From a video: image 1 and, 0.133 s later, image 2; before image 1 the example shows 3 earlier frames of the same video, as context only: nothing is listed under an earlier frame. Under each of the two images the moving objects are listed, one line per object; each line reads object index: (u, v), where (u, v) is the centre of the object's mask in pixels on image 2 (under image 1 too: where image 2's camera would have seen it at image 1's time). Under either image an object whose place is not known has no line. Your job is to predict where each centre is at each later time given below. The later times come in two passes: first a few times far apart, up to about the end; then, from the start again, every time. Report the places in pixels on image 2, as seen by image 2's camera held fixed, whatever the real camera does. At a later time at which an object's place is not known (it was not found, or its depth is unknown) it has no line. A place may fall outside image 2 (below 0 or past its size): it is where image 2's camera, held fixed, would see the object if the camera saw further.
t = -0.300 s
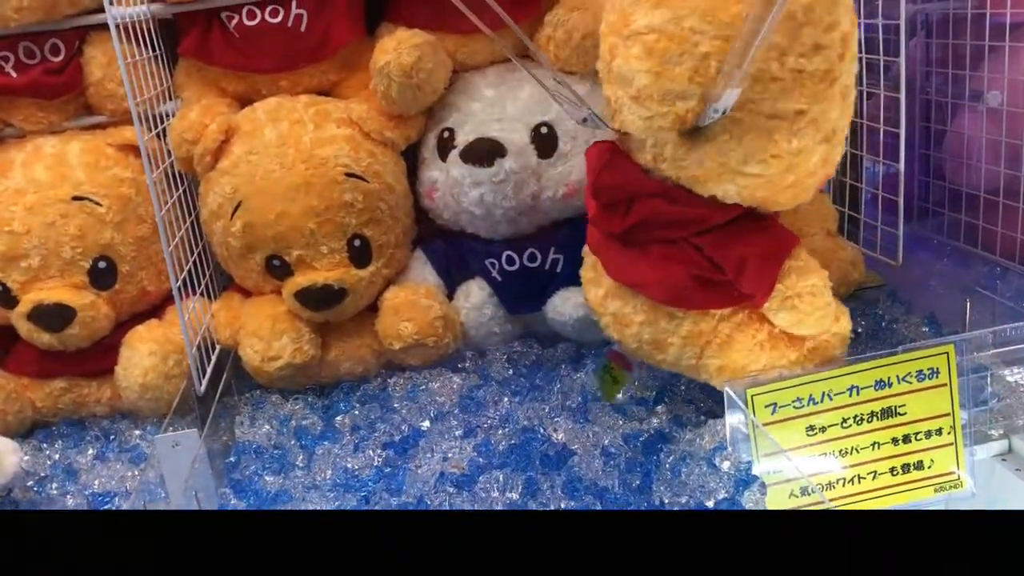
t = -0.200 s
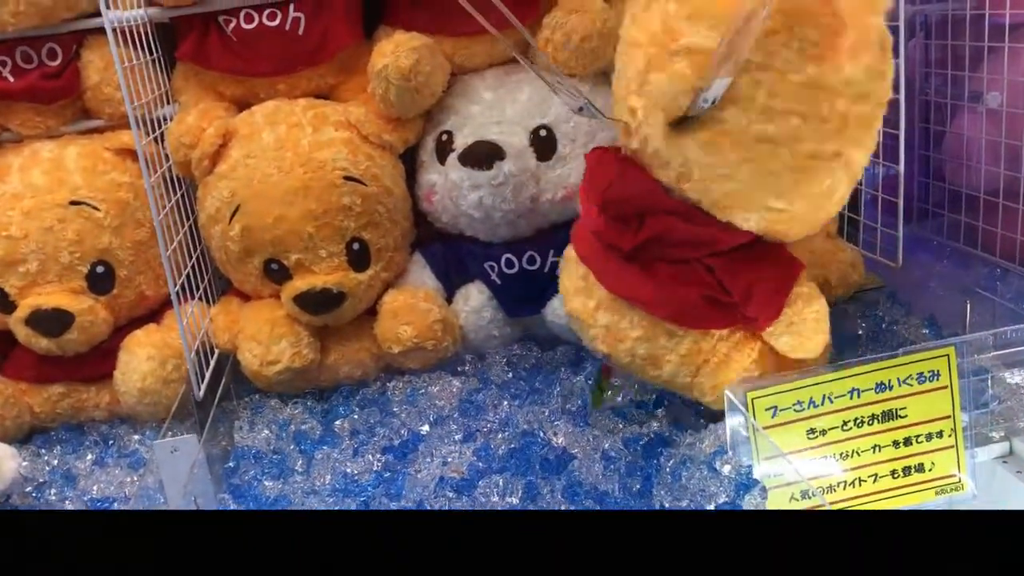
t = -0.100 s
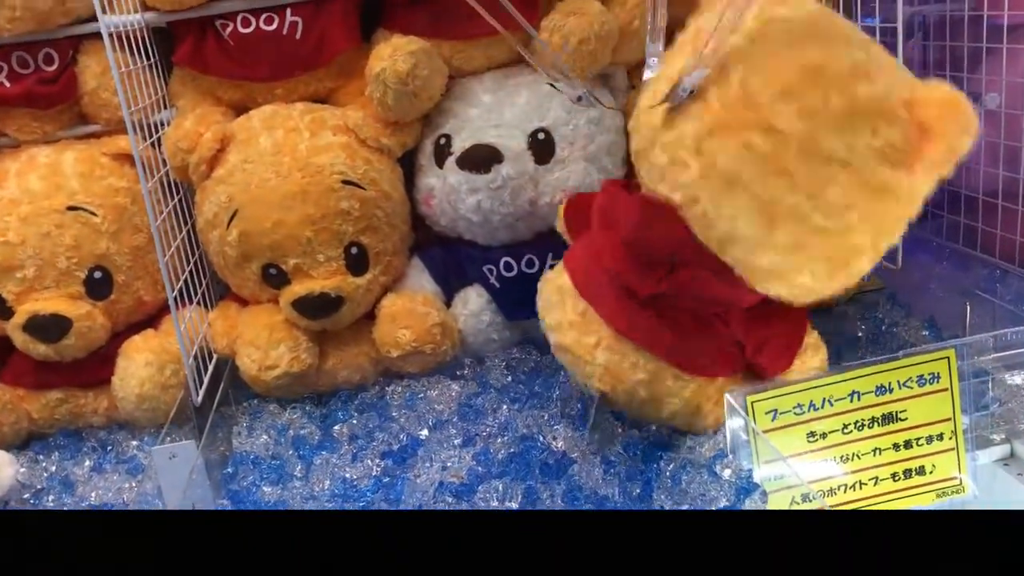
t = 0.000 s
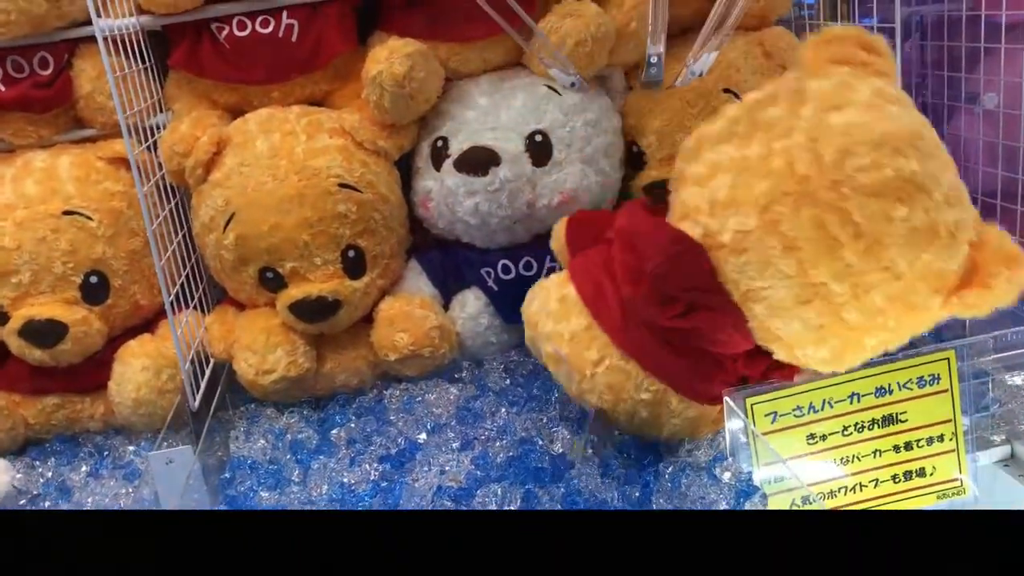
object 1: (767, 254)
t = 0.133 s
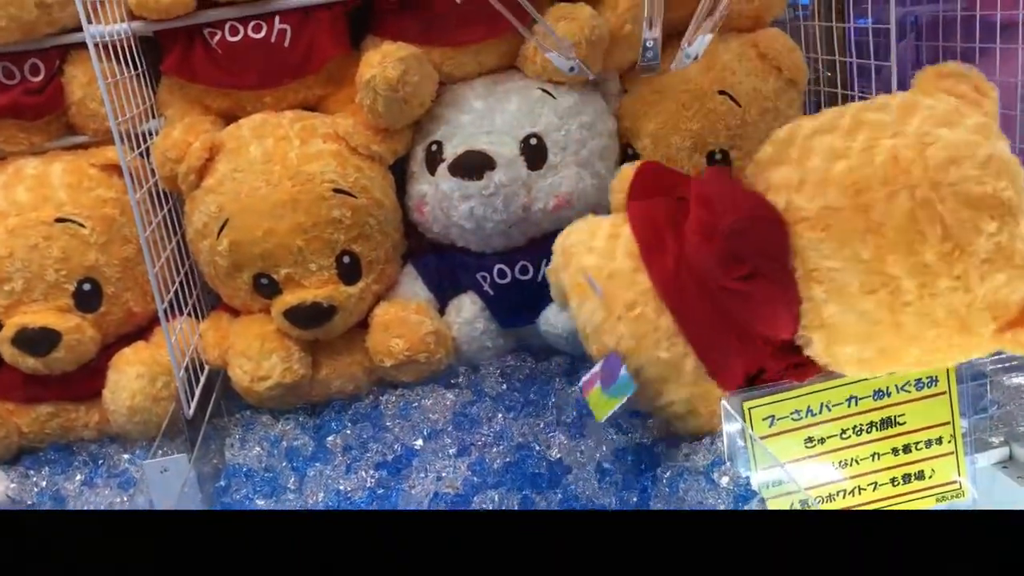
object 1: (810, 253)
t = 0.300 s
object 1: (835, 259)
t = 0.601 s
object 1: (839, 270)
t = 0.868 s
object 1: (843, 270)
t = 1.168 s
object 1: (840, 270)
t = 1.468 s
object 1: (839, 270)
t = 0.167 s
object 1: (816, 249)
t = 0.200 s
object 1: (822, 247)
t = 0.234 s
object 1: (829, 249)
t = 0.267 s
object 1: (832, 253)
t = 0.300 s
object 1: (835, 259)
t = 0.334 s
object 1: (837, 265)
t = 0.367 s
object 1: (838, 269)
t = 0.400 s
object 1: (839, 270)
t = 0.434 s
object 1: (837, 270)
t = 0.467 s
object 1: (836, 270)
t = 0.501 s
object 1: (837, 270)
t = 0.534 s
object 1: (838, 270)
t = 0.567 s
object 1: (839, 270)
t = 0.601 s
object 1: (839, 270)
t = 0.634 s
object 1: (841, 270)
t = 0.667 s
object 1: (841, 270)
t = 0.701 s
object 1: (841, 270)
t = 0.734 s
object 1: (841, 270)
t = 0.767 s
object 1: (841, 270)
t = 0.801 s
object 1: (842, 270)
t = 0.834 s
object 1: (842, 270)
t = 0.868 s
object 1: (843, 270)
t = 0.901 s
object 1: (842, 270)
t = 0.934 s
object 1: (842, 270)
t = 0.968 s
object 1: (842, 270)
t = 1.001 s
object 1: (842, 270)
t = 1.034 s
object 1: (841, 270)
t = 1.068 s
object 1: (841, 270)
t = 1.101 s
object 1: (841, 270)
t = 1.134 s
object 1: (841, 270)
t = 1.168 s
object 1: (840, 270)
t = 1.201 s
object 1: (841, 270)
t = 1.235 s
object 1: (840, 270)
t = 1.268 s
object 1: (840, 270)
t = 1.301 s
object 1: (840, 270)
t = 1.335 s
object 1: (840, 270)
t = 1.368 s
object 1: (839, 270)
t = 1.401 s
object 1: (840, 270)
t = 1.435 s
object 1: (839, 270)
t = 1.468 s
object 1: (839, 270)
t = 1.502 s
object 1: (839, 270)
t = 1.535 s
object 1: (839, 270)
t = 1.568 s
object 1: (838, 270)
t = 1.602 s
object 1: (839, 270)
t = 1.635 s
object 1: (839, 270)
